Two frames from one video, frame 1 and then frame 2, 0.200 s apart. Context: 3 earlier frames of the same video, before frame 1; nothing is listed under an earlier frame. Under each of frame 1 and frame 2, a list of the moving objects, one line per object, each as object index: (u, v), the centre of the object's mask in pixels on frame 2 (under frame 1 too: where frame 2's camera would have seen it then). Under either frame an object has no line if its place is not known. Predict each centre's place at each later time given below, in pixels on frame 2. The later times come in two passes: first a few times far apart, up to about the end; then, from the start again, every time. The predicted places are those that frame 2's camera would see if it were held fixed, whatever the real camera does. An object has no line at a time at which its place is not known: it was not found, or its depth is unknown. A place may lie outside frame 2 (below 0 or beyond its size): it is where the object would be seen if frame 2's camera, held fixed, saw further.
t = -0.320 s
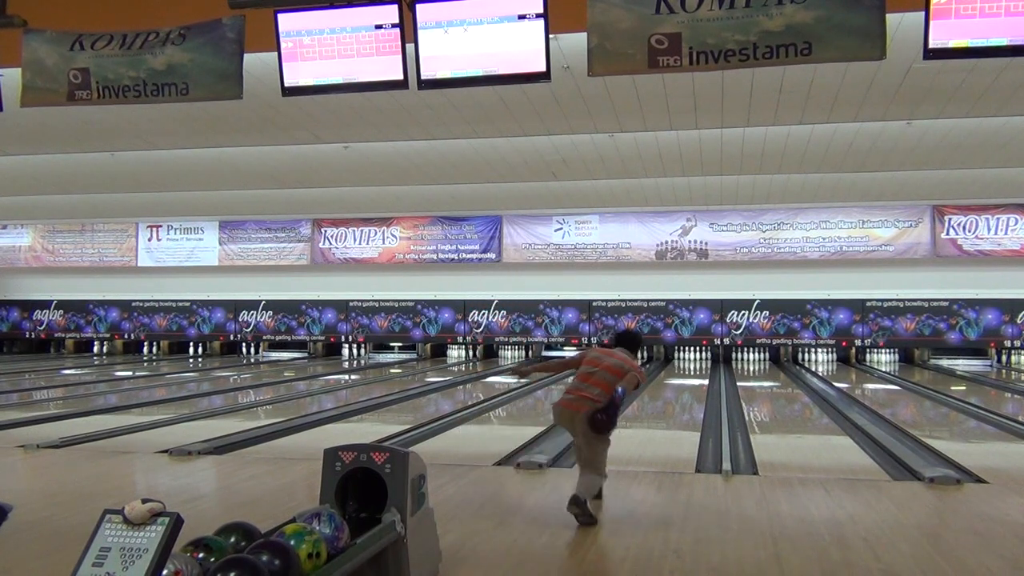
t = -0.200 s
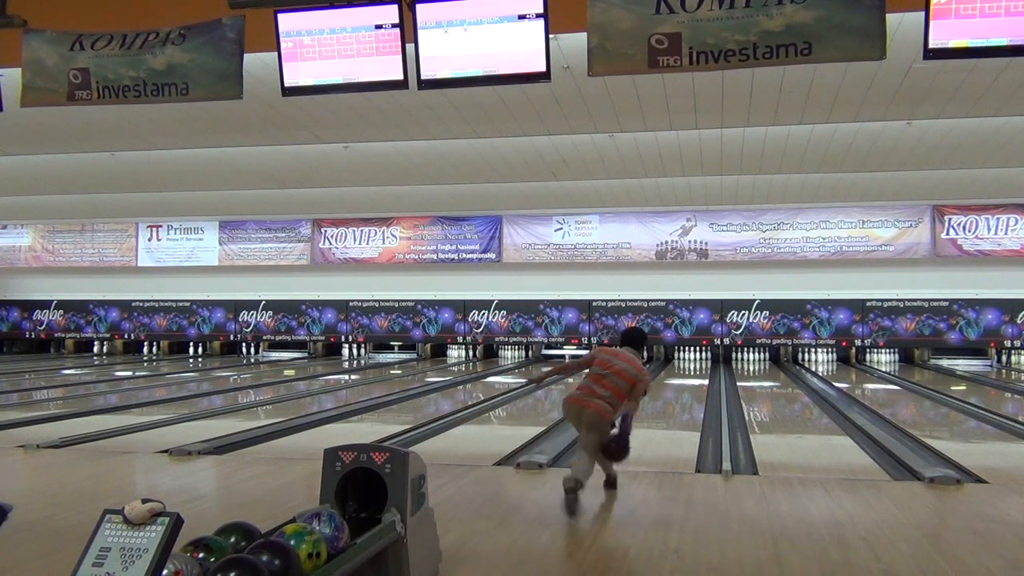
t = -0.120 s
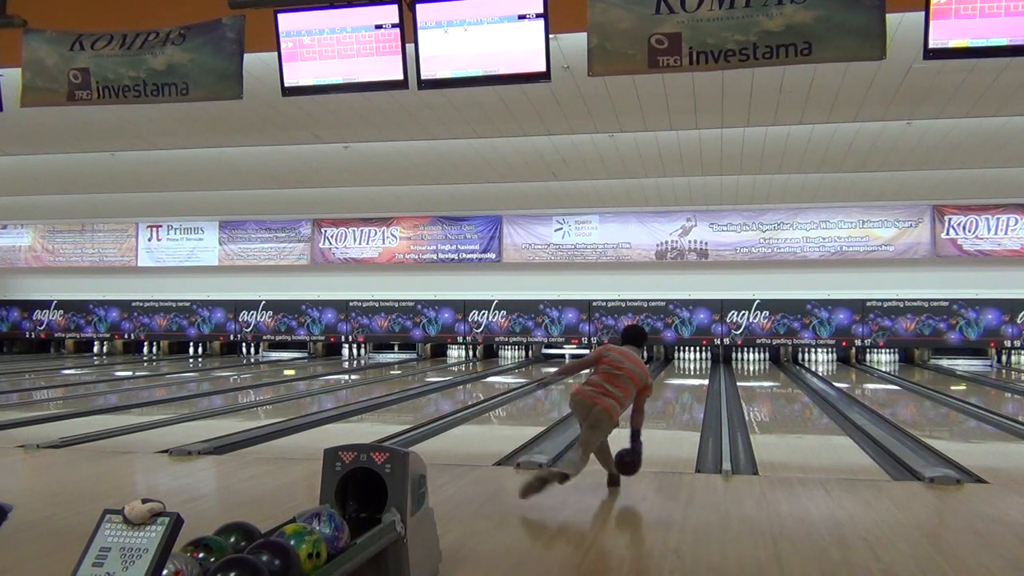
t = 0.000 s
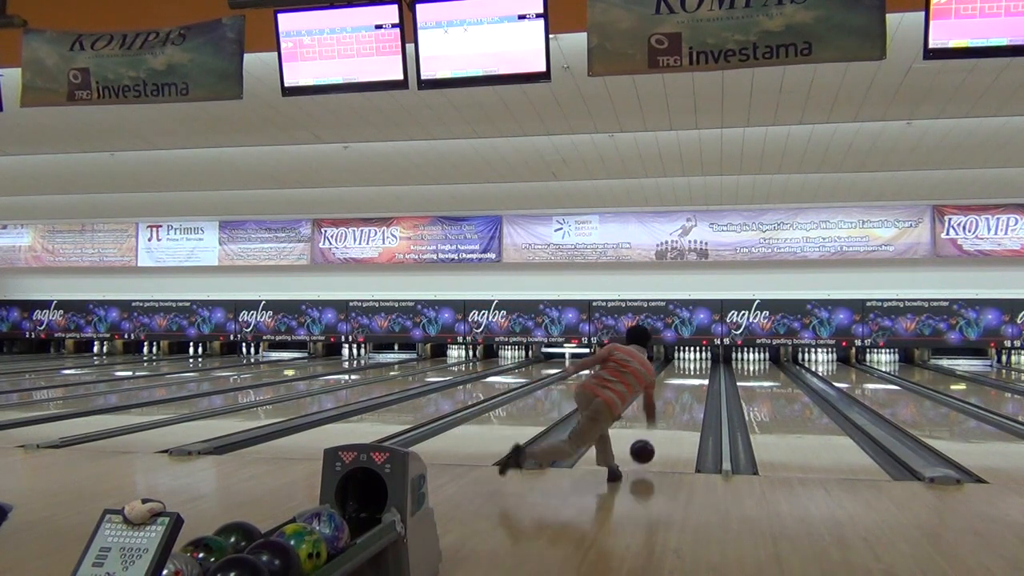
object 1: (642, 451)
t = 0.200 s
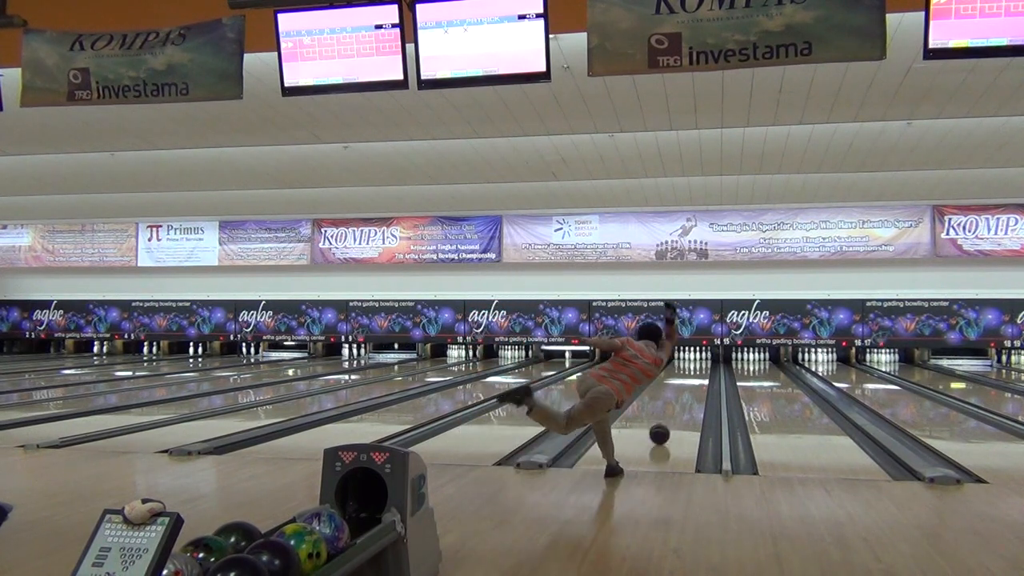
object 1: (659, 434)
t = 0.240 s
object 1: (662, 430)
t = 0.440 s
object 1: (673, 414)
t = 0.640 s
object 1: (682, 402)
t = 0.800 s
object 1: (687, 395)
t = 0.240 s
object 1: (662, 430)
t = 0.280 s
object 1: (665, 427)
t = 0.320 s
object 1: (667, 423)
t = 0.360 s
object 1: (669, 420)
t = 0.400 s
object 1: (671, 417)
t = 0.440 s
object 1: (673, 414)
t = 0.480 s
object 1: (675, 412)
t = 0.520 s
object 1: (677, 409)
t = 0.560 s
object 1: (679, 406)
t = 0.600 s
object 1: (680, 404)
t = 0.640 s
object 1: (682, 402)
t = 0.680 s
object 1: (683, 400)
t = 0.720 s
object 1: (684, 398)
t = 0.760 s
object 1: (686, 396)
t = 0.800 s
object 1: (687, 395)
